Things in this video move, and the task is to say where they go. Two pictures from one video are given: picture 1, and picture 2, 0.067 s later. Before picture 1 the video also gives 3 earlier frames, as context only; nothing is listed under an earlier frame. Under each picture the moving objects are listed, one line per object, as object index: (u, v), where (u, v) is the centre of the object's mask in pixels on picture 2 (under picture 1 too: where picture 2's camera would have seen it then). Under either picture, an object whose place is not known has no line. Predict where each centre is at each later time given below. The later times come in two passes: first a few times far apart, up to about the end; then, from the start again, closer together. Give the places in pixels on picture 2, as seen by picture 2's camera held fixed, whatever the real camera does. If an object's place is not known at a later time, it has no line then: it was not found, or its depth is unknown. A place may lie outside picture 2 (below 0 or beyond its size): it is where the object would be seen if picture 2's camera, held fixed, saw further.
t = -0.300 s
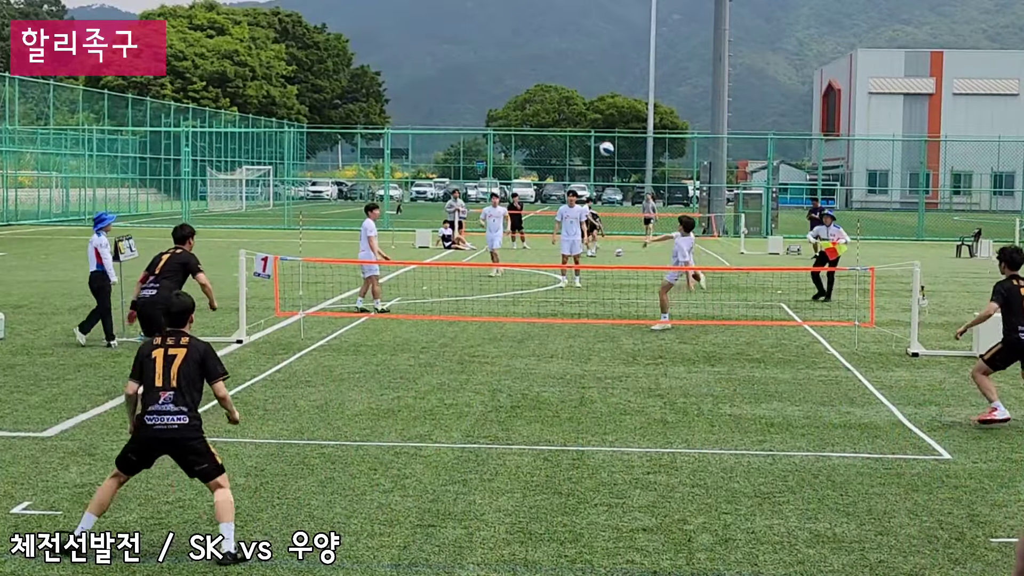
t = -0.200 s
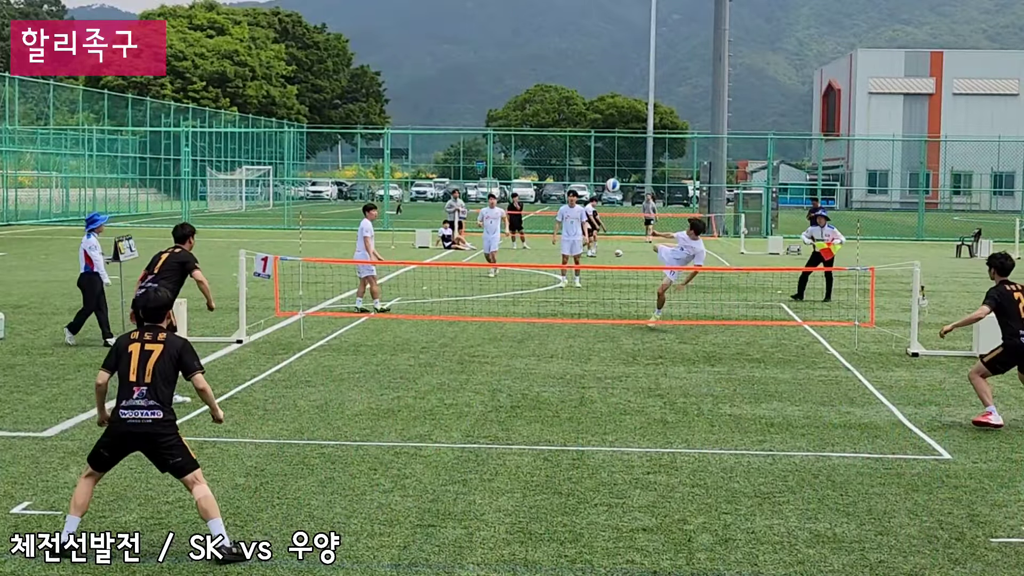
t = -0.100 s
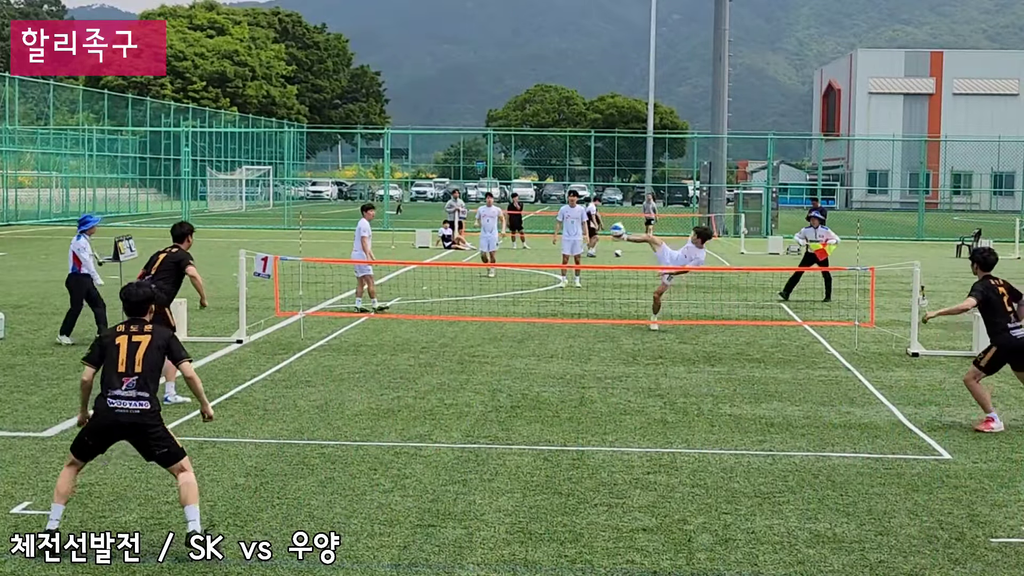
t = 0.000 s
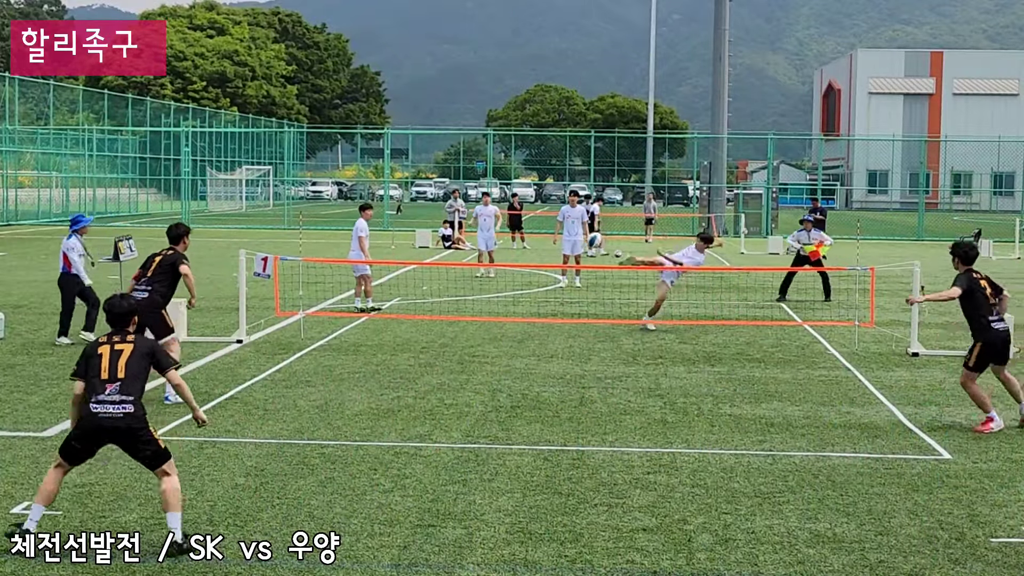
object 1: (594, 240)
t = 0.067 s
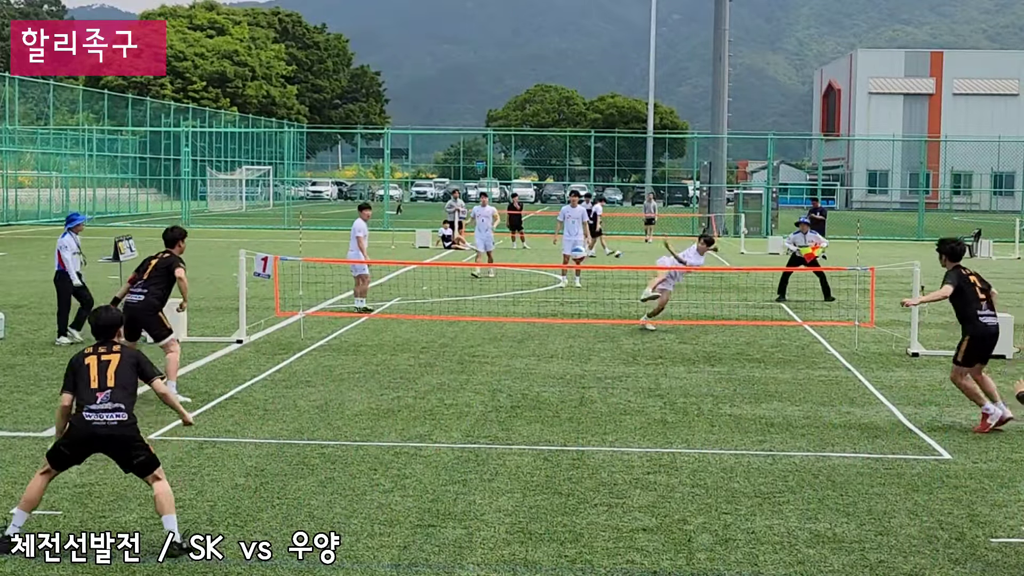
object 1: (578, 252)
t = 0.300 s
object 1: (513, 367)
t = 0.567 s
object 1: (444, 358)
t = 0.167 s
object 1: (551, 289)
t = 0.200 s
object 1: (542, 305)
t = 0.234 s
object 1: (532, 322)
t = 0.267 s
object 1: (523, 343)
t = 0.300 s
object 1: (513, 367)
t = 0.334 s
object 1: (502, 395)
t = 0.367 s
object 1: (493, 400)
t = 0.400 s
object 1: (486, 390)
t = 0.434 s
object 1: (478, 380)
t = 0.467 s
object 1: (469, 372)
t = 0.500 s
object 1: (462, 366)
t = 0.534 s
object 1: (453, 361)
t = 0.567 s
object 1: (444, 358)
